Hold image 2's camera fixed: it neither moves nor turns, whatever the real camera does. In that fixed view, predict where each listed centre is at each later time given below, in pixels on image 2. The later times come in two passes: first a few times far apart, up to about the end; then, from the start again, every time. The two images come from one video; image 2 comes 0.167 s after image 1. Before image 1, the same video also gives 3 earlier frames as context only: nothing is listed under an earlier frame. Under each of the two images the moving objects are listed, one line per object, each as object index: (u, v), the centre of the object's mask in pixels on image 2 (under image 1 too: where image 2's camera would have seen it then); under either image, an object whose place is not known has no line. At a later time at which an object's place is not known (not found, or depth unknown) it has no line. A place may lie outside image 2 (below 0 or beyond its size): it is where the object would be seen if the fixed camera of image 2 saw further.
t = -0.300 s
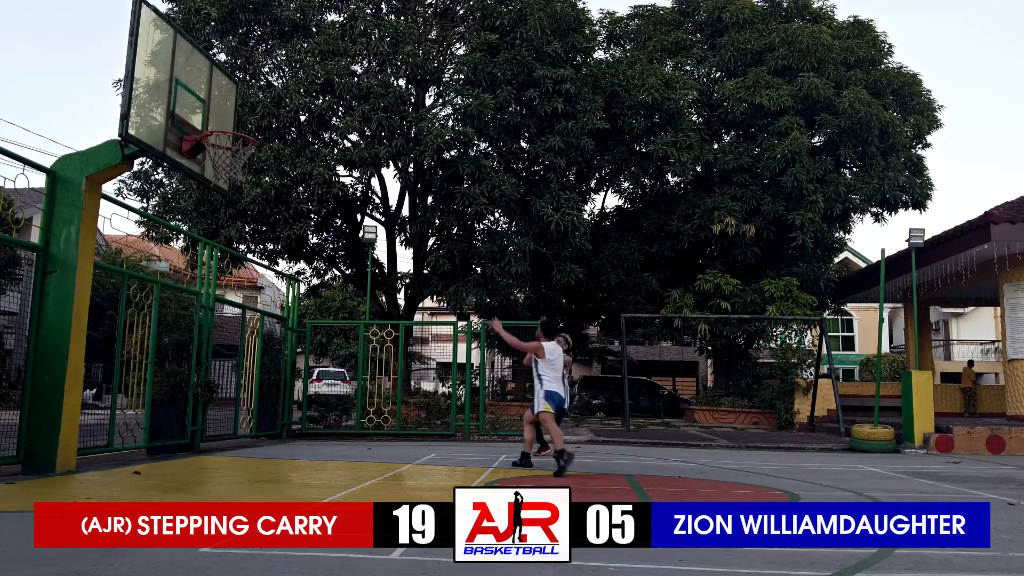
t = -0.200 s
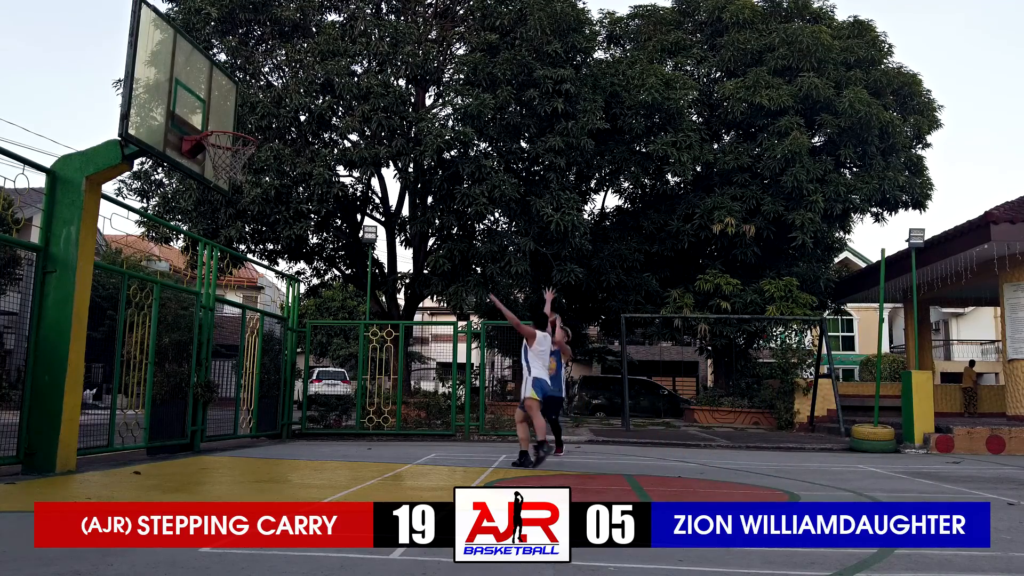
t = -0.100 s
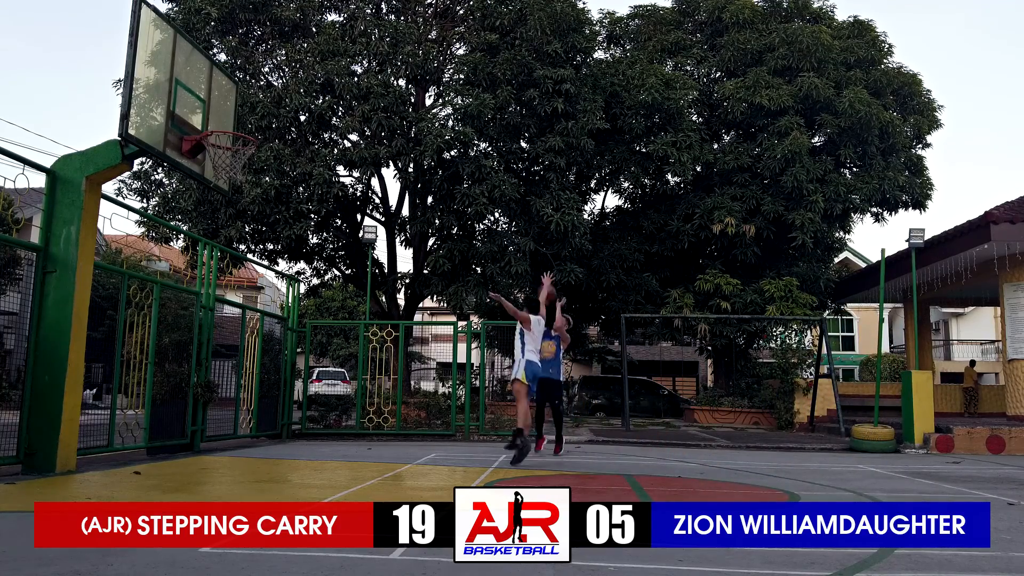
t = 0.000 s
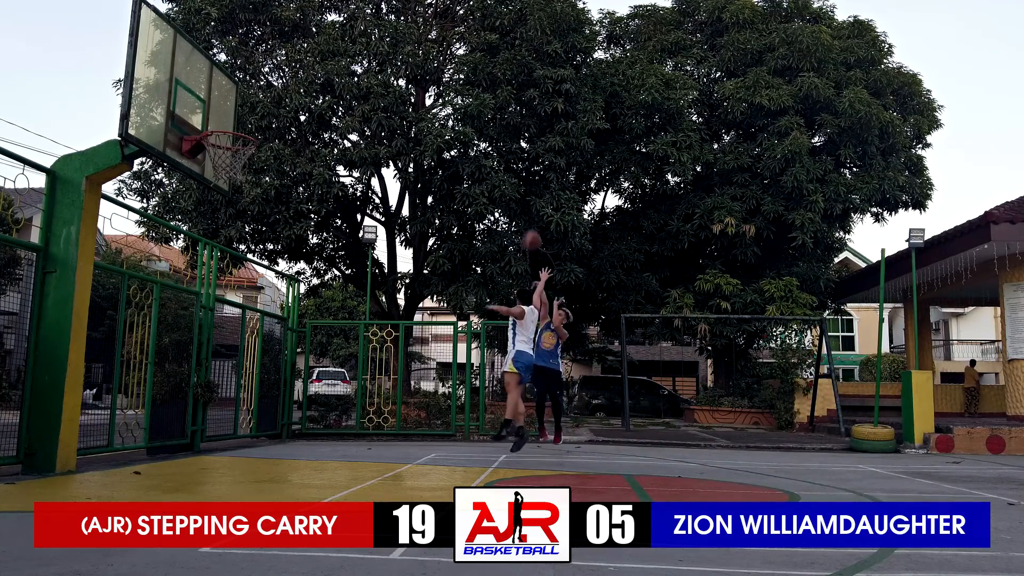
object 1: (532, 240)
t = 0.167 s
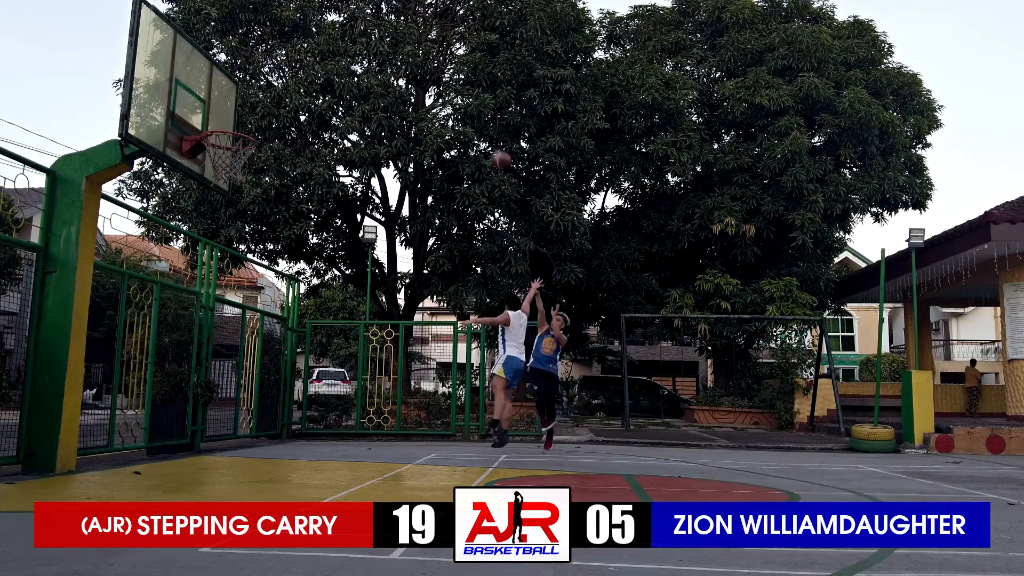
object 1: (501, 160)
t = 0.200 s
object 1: (494, 145)
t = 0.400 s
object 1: (453, 76)
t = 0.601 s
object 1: (408, 33)
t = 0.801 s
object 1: (357, 22)
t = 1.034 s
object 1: (285, 55)
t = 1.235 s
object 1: (223, 123)
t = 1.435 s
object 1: (252, 135)
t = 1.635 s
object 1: (268, 173)
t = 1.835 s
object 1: (283, 241)
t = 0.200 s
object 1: (494, 145)
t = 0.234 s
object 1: (487, 131)
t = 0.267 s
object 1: (480, 119)
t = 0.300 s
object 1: (474, 108)
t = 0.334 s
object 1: (467, 95)
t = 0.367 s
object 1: (460, 86)
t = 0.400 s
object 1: (453, 76)
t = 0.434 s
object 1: (446, 67)
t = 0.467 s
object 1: (438, 59)
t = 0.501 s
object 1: (430, 51)
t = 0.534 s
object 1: (423, 45)
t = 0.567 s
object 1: (416, 39)
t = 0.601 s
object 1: (408, 33)
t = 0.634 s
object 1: (400, 30)
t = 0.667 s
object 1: (391, 26)
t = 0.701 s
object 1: (383, 23)
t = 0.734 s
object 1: (374, 22)
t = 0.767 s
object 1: (365, 22)
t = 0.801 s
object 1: (357, 22)
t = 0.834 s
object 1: (347, 23)
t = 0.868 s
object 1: (338, 26)
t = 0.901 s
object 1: (328, 30)
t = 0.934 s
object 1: (318, 34)
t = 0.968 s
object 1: (307, 40)
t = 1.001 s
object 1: (296, 47)
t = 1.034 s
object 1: (285, 55)
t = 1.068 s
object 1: (274, 65)
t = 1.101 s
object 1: (263, 76)
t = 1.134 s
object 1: (251, 88)
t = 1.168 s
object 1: (239, 102)
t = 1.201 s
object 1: (226, 117)
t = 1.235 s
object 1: (223, 123)
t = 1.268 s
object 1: (227, 125)
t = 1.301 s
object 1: (233, 131)
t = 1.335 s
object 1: (239, 132)
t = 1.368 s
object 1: (243, 131)
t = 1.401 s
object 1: (248, 131)
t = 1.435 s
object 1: (252, 135)
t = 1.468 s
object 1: (255, 139)
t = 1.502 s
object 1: (259, 145)
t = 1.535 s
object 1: (262, 151)
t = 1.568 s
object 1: (262, 158)
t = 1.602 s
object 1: (264, 165)
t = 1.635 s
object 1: (268, 173)
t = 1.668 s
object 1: (271, 182)
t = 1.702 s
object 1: (273, 192)
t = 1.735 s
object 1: (275, 203)
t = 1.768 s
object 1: (278, 214)
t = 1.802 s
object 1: (280, 227)
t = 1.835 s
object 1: (283, 241)
